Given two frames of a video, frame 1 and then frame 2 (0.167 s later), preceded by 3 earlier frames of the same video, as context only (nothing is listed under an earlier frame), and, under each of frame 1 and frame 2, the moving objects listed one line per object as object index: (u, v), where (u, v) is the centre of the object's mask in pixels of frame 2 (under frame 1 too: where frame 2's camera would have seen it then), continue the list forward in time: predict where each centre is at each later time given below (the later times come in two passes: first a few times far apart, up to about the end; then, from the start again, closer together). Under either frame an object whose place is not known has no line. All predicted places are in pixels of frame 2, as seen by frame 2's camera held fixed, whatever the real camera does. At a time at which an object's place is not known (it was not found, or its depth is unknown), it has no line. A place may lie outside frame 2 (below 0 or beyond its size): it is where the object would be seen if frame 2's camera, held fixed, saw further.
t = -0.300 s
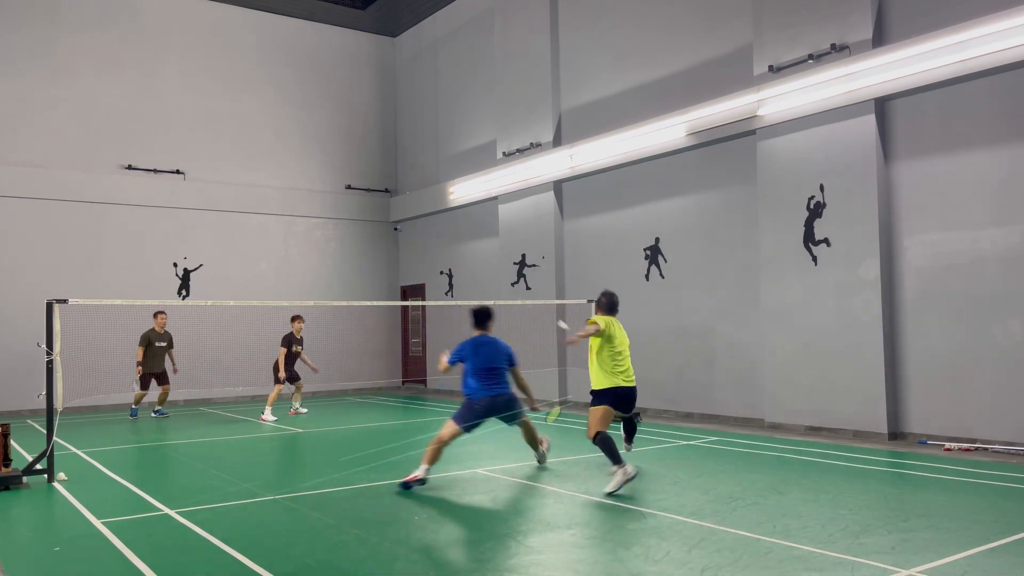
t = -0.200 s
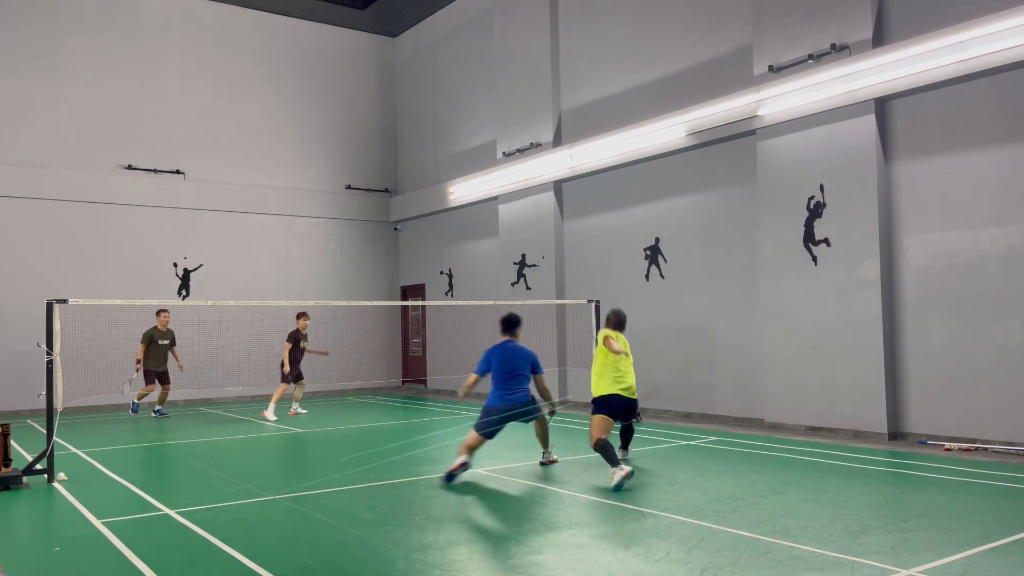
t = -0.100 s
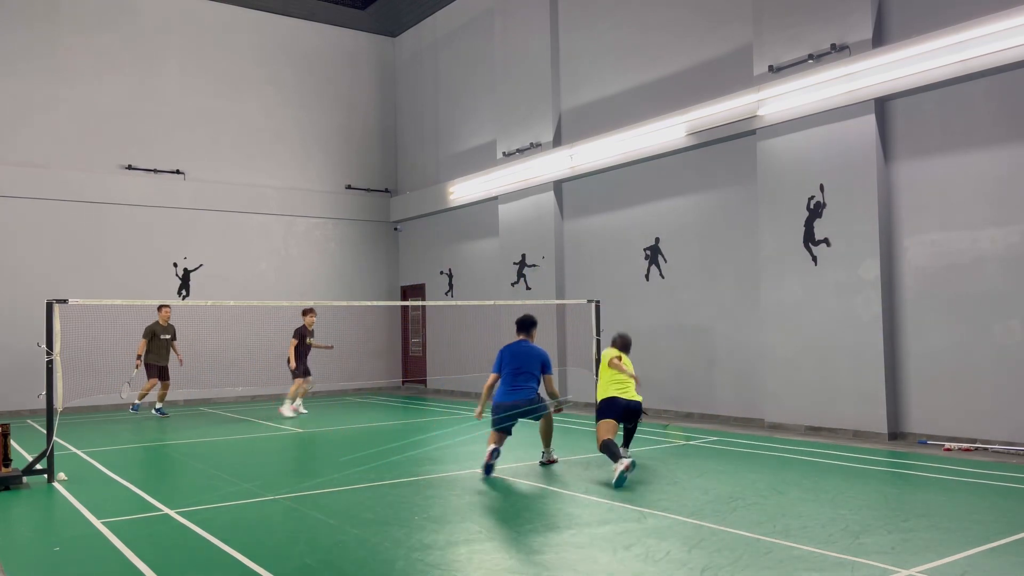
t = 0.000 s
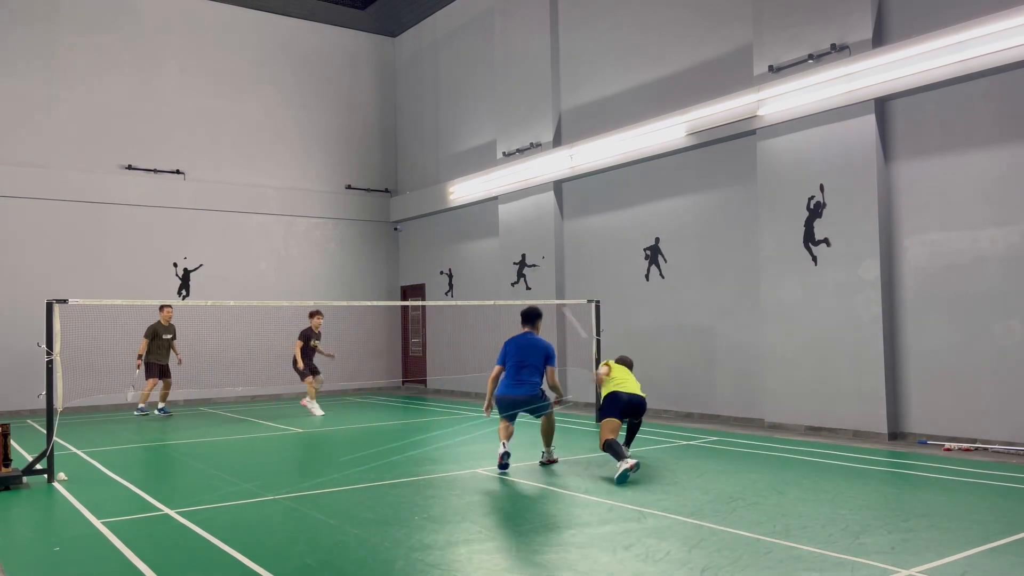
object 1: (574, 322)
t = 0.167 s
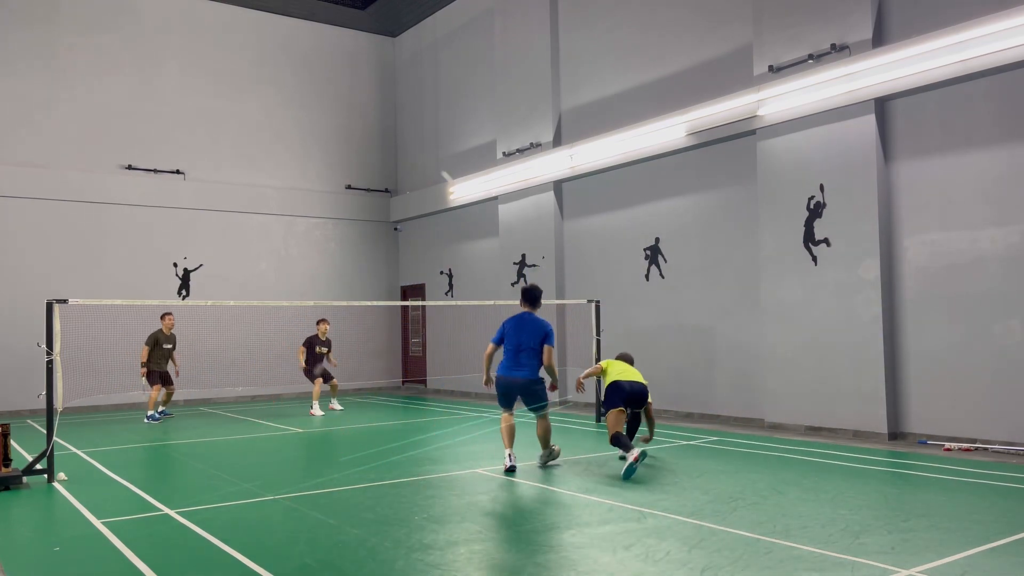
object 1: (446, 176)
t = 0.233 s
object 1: (417, 148)
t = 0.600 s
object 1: (319, 91)
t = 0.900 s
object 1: (275, 117)
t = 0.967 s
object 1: (268, 129)
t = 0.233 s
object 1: (417, 148)
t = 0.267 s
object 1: (405, 136)
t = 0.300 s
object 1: (393, 126)
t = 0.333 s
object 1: (383, 118)
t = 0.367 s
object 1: (372, 111)
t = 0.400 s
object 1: (363, 105)
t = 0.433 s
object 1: (355, 100)
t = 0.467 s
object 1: (347, 97)
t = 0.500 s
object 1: (339, 94)
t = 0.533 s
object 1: (332, 92)
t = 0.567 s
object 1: (326, 91)
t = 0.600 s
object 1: (319, 91)
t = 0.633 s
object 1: (313, 91)
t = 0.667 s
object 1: (308, 92)
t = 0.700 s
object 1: (302, 94)
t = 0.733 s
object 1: (297, 96)
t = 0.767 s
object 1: (292, 99)
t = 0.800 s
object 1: (288, 102)
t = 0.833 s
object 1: (283, 107)
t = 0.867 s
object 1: (279, 112)
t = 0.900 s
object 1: (275, 117)
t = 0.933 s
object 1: (271, 122)
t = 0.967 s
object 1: (268, 129)
